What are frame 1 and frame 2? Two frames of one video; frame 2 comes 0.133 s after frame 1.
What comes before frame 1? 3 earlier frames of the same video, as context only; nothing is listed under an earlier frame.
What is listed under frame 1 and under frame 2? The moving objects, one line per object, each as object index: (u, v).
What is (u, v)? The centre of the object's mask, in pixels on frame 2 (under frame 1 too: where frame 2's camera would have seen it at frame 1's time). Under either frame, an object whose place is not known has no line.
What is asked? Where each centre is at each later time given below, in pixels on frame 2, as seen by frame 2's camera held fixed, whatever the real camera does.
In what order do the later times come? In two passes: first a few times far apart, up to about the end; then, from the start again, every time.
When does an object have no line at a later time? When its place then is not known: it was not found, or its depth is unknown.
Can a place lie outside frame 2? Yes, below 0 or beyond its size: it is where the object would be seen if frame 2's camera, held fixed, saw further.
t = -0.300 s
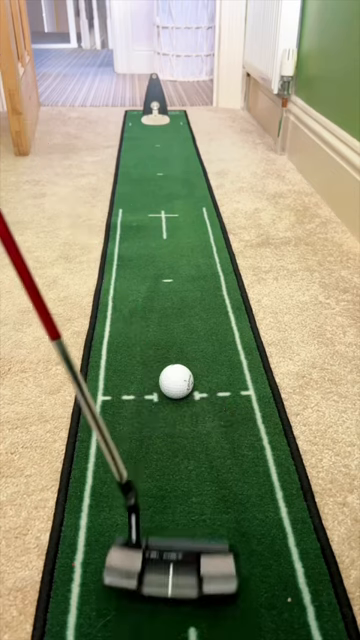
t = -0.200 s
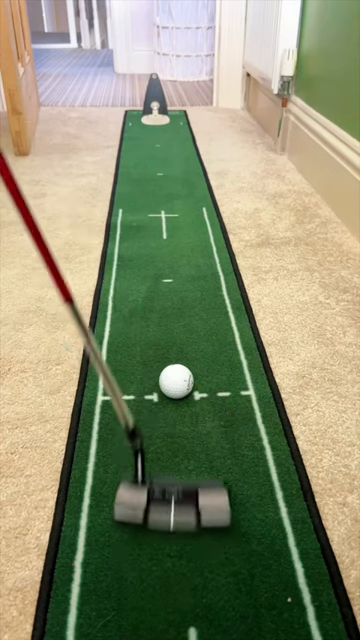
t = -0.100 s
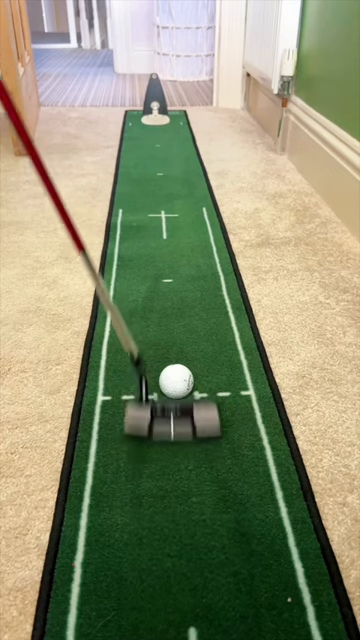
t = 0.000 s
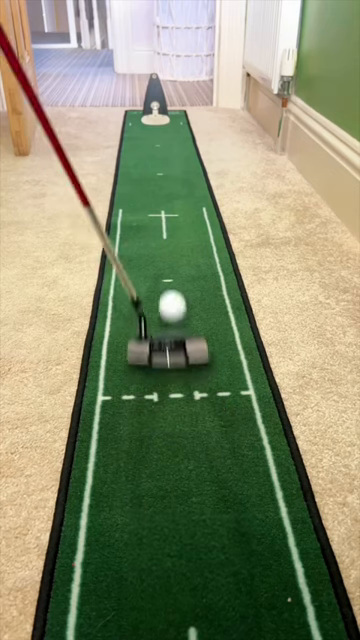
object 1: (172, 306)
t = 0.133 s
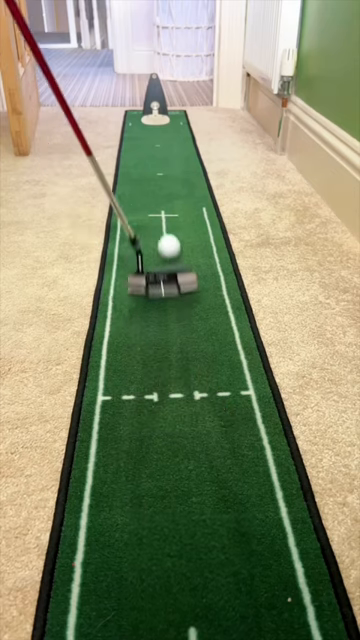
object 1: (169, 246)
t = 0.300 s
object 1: (166, 202)
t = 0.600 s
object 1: (163, 155)
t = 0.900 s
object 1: (162, 129)
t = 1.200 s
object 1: (160, 104)
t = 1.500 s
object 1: (148, 114)
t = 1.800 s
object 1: (157, 126)
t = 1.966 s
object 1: (161, 132)
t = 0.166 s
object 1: (168, 237)
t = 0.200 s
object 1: (168, 227)
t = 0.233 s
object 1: (167, 217)
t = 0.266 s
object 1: (167, 209)
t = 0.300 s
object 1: (166, 202)
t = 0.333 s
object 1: (166, 195)
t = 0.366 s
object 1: (165, 189)
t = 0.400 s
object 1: (165, 183)
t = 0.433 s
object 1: (165, 177)
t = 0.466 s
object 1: (164, 173)
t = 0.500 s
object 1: (164, 168)
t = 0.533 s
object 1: (163, 163)
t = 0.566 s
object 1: (163, 159)
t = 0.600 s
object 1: (163, 155)
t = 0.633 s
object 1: (163, 151)
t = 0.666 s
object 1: (163, 147)
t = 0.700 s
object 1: (162, 144)
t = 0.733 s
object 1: (162, 141)
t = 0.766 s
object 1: (162, 138)
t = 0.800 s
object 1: (162, 135)
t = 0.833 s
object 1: (162, 133)
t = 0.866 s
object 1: (162, 131)
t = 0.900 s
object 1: (162, 129)
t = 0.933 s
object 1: (162, 127)
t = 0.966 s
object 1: (162, 124)
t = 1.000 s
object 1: (162, 122)
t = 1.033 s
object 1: (162, 120)
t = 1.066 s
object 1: (163, 118)
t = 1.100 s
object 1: (162, 115)
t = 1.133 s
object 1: (162, 112)
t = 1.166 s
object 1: (162, 109)
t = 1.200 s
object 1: (160, 104)
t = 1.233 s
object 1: (158, 100)
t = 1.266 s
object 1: (156, 98)
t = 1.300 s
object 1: (153, 97)
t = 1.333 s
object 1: (151, 98)
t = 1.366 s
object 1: (150, 101)
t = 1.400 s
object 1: (149, 104)
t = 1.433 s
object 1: (147, 108)
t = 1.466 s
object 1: (147, 112)
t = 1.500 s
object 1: (148, 114)
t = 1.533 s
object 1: (149, 116)
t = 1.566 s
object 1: (150, 117)
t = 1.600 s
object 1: (151, 120)
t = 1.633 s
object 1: (154, 121)
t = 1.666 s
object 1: (154, 122)
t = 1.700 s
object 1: (155, 123)
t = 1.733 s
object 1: (156, 123)
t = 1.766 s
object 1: (156, 125)
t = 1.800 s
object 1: (157, 126)
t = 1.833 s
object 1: (158, 127)
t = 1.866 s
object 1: (159, 129)
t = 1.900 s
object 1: (159, 130)
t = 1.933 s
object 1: (160, 131)
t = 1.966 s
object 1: (161, 132)
